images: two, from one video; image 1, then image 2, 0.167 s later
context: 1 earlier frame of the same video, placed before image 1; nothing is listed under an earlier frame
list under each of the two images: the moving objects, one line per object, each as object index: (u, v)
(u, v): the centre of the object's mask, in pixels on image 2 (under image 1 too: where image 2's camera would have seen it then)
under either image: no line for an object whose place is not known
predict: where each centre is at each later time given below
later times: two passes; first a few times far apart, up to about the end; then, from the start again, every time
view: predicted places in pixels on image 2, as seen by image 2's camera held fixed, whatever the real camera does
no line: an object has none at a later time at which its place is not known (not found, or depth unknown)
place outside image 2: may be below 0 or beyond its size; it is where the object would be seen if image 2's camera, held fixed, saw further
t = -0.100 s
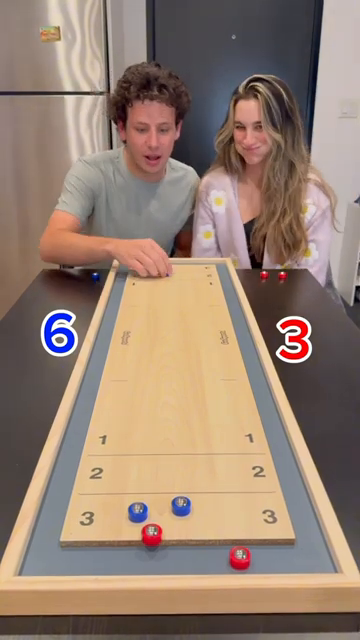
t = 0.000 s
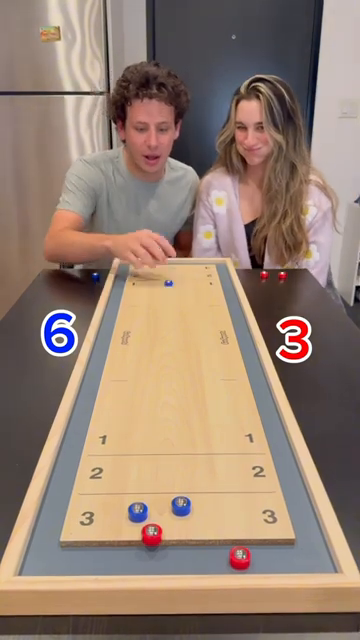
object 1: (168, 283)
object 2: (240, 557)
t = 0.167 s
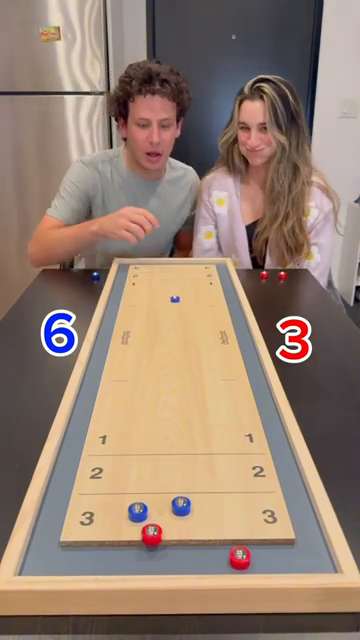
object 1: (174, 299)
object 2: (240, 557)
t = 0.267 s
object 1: (179, 310)
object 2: (240, 557)
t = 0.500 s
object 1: (189, 337)
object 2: (240, 557)
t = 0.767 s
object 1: (202, 373)
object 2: (240, 557)
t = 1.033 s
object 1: (216, 413)
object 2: (240, 557)
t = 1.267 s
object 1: (227, 449)
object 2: (240, 557)
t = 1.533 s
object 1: (242, 497)
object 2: (240, 557)
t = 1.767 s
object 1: (254, 539)
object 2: (240, 557)
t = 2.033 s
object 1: (283, 566)
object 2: (227, 564)
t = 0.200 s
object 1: (176, 303)
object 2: (240, 557)
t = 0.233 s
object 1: (177, 306)
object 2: (240, 557)
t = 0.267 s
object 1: (179, 310)
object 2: (240, 557)
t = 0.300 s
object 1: (180, 313)
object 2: (240, 557)
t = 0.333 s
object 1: (182, 317)
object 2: (240, 557)
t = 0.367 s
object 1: (183, 321)
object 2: (240, 557)
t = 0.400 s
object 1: (185, 325)
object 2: (240, 557)
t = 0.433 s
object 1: (186, 329)
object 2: (240, 557)
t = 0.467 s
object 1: (188, 333)
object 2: (240, 557)
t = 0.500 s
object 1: (189, 337)
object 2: (240, 557)
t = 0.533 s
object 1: (191, 341)
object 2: (240, 557)
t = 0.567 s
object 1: (192, 345)
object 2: (240, 557)
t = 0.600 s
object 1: (194, 350)
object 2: (240, 557)
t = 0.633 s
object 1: (196, 354)
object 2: (240, 557)
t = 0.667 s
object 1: (197, 359)
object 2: (240, 557)
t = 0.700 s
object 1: (199, 363)
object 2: (240, 557)
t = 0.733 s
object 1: (200, 368)
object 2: (240, 557)
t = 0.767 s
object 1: (202, 373)
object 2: (240, 557)
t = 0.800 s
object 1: (203, 377)
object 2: (240, 557)
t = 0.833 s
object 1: (205, 382)
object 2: (240, 557)
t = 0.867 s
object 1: (207, 387)
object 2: (240, 557)
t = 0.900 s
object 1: (208, 392)
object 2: (240, 557)
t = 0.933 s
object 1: (210, 397)
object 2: (240, 557)
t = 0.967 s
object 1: (212, 402)
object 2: (240, 557)
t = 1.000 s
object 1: (214, 408)
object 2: (240, 557)
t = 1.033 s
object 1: (216, 413)
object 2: (240, 557)
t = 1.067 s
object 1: (217, 419)
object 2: (240, 557)
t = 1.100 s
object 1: (219, 424)
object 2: (240, 557)
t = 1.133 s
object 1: (221, 429)
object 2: (240, 557)
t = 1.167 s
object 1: (223, 435)
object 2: (240, 557)
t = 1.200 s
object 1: (224, 438)
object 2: (240, 557)
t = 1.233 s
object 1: (225, 443)
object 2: (240, 557)
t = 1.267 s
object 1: (227, 449)
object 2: (240, 557)
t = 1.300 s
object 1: (229, 455)
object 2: (240, 557)
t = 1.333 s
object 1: (231, 460)
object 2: (240, 557)
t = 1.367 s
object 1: (233, 466)
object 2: (240, 557)
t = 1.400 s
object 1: (234, 472)
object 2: (240, 557)
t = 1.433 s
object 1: (237, 478)
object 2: (240, 557)
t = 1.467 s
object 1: (238, 484)
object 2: (240, 557)
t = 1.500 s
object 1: (240, 490)
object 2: (240, 557)
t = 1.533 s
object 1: (242, 497)
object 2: (240, 557)
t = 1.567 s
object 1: (244, 503)
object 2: (240, 557)
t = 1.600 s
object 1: (245, 508)
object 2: (240, 557)
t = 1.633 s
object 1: (247, 515)
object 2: (240, 557)
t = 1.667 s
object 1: (249, 521)
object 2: (240, 557)
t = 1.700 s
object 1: (251, 527)
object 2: (240, 557)
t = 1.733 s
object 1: (253, 533)
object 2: (240, 557)
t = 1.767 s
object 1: (254, 539)
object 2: (240, 557)
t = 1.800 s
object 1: (259, 546)
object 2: (238, 558)
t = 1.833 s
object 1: (262, 554)
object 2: (236, 560)
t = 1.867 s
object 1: (267, 557)
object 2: (234, 561)
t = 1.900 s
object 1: (270, 561)
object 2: (232, 563)
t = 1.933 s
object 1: (274, 564)
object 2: (230, 563)
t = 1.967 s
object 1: (278, 565)
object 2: (229, 564)
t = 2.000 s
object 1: (281, 566)
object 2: (228, 564)
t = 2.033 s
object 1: (283, 566)
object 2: (227, 564)
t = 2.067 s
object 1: (285, 565)
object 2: (227, 564)
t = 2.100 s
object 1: (286, 565)
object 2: (226, 564)
